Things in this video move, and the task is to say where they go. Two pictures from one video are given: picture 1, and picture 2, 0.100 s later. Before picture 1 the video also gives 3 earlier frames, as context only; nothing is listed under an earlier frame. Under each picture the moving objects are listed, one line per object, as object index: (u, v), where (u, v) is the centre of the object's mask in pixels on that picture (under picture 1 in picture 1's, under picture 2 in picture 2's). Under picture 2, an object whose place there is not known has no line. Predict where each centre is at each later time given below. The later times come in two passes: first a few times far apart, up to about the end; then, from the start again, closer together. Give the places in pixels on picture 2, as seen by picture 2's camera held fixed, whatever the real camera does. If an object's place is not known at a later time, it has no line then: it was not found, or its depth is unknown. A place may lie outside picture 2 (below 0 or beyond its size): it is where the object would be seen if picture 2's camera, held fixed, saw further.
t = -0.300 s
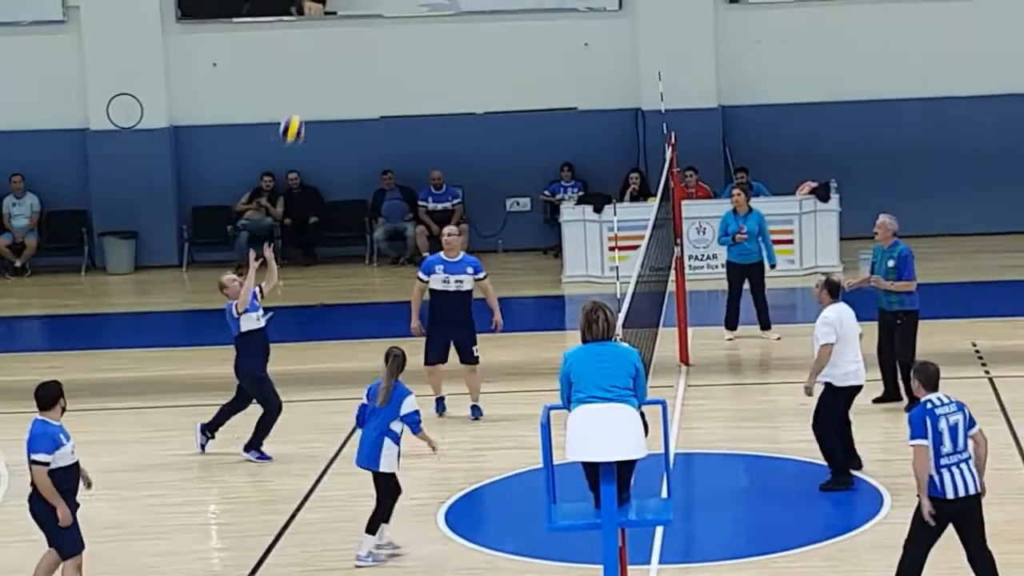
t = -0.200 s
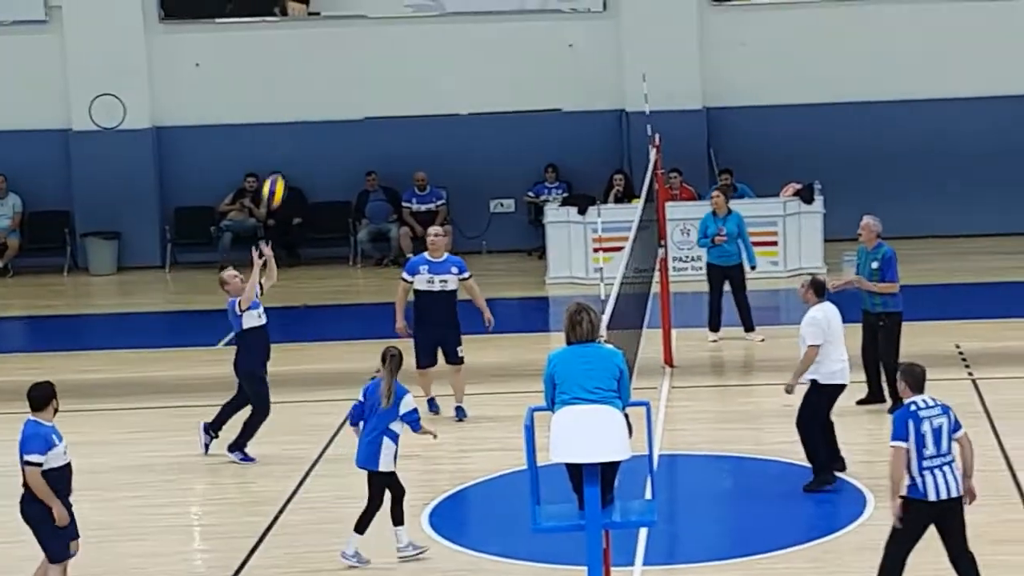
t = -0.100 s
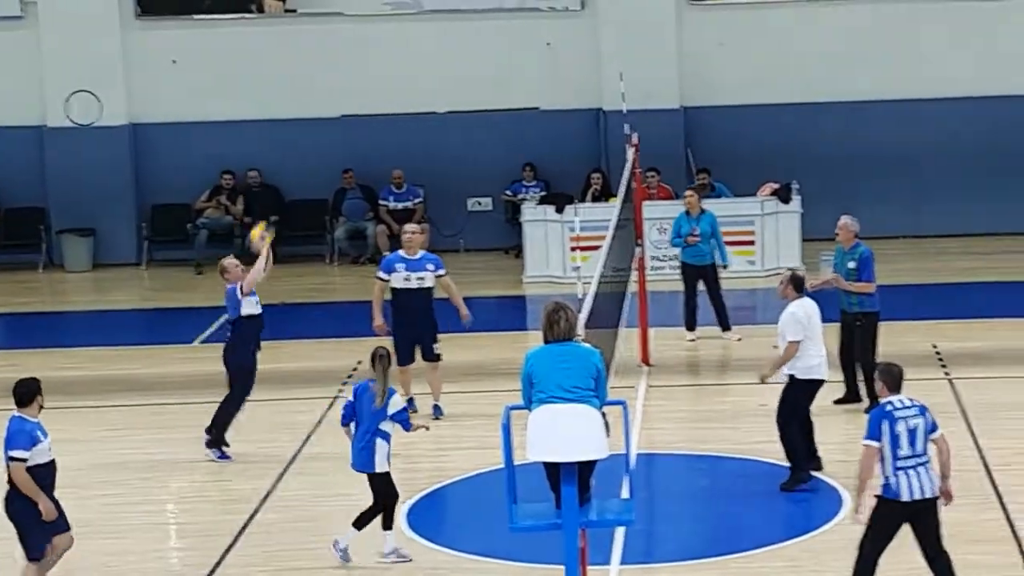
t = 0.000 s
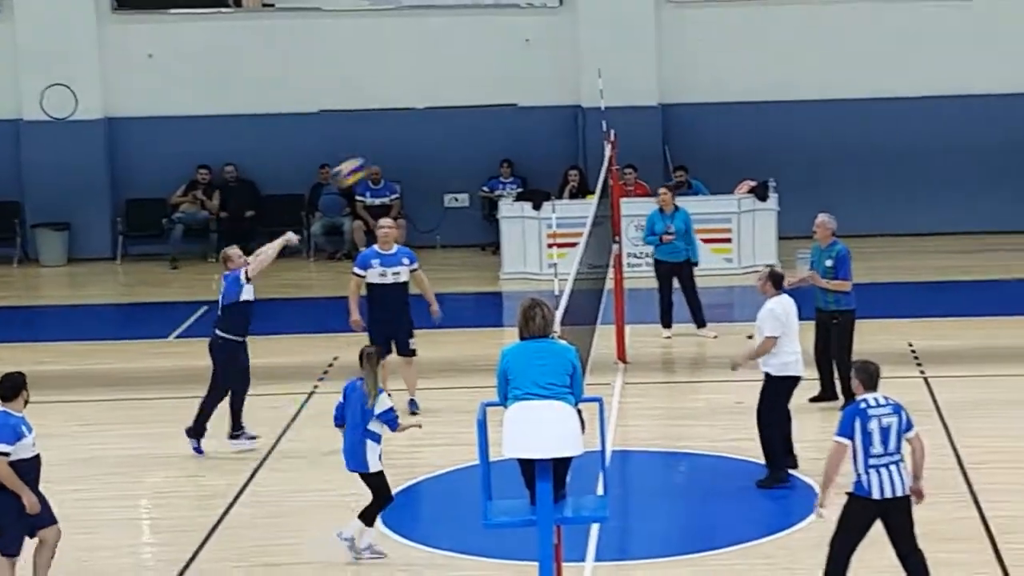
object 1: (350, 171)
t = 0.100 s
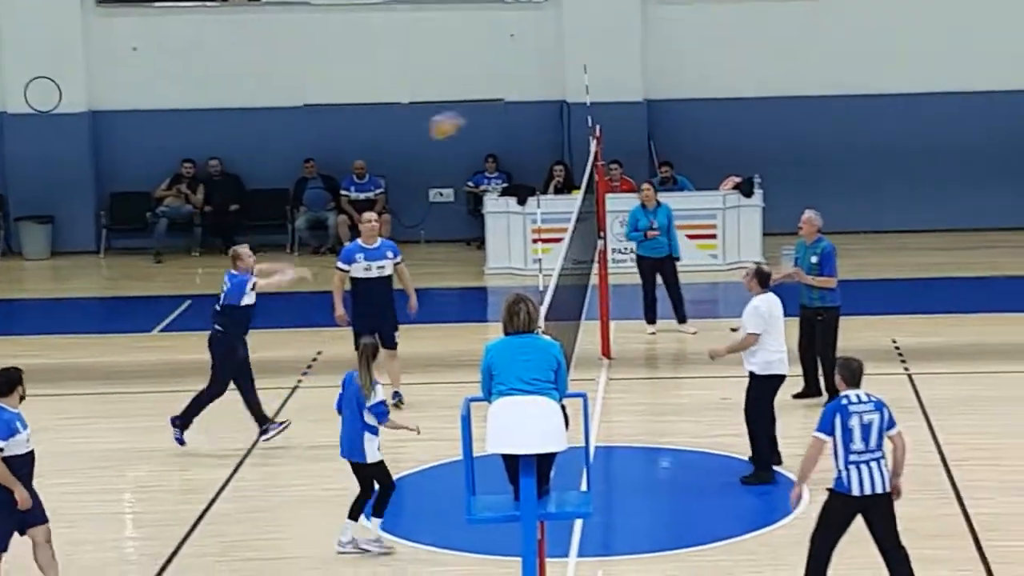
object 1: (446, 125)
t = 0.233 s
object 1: (587, 88)
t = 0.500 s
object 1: (843, 66)
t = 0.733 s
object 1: (1040, 108)
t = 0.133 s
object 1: (482, 113)
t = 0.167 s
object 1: (515, 105)
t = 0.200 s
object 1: (549, 96)
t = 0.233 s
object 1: (587, 88)
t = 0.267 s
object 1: (618, 82)
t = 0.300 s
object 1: (650, 75)
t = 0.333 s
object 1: (683, 71)
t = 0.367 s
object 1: (715, 67)
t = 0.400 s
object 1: (750, 64)
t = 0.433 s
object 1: (779, 63)
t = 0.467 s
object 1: (812, 64)
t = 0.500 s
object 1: (843, 66)
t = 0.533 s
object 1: (873, 69)
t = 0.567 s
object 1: (902, 72)
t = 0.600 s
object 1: (927, 77)
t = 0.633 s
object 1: (958, 82)
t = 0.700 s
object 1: (1012, 99)
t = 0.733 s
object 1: (1040, 108)
